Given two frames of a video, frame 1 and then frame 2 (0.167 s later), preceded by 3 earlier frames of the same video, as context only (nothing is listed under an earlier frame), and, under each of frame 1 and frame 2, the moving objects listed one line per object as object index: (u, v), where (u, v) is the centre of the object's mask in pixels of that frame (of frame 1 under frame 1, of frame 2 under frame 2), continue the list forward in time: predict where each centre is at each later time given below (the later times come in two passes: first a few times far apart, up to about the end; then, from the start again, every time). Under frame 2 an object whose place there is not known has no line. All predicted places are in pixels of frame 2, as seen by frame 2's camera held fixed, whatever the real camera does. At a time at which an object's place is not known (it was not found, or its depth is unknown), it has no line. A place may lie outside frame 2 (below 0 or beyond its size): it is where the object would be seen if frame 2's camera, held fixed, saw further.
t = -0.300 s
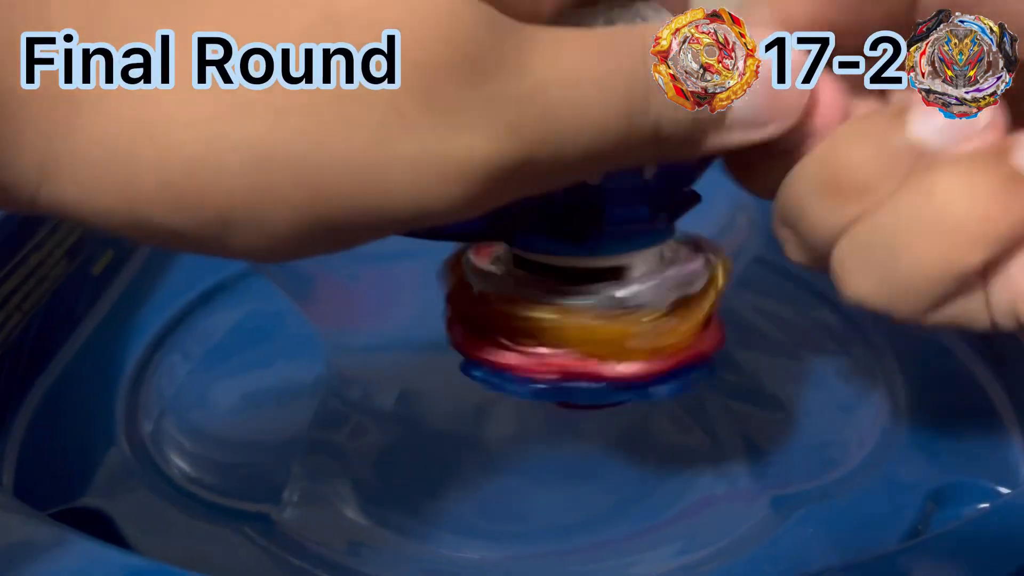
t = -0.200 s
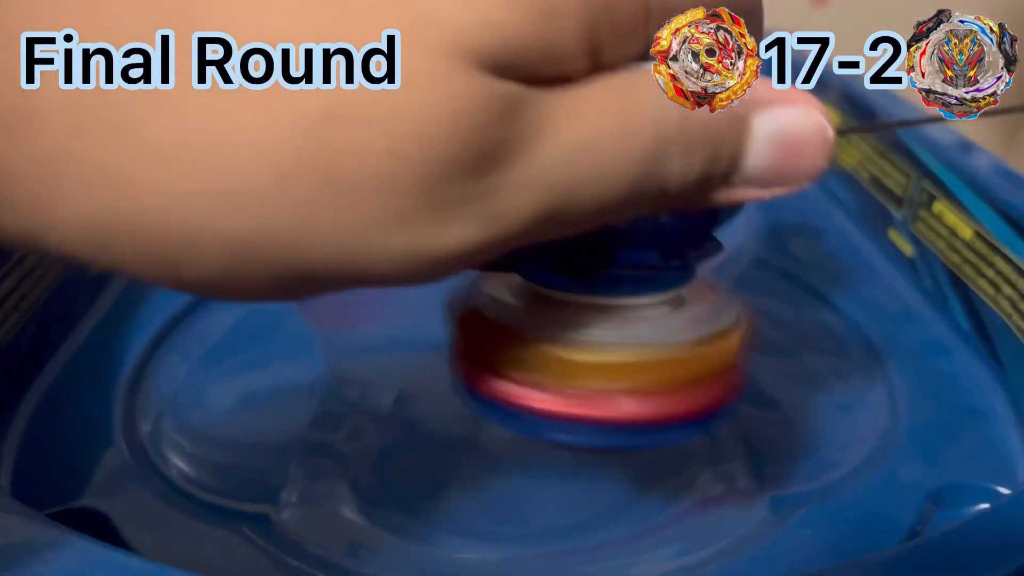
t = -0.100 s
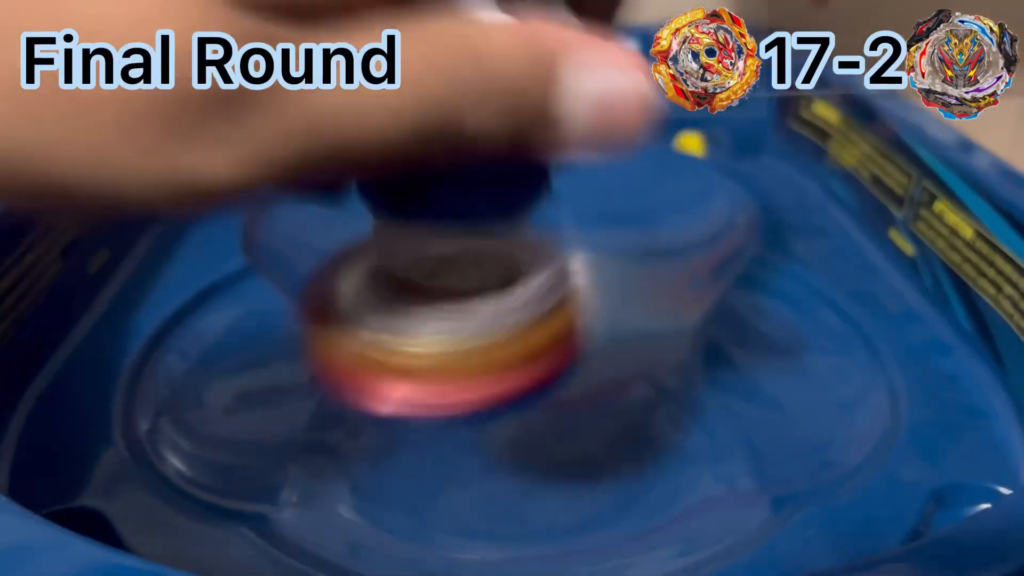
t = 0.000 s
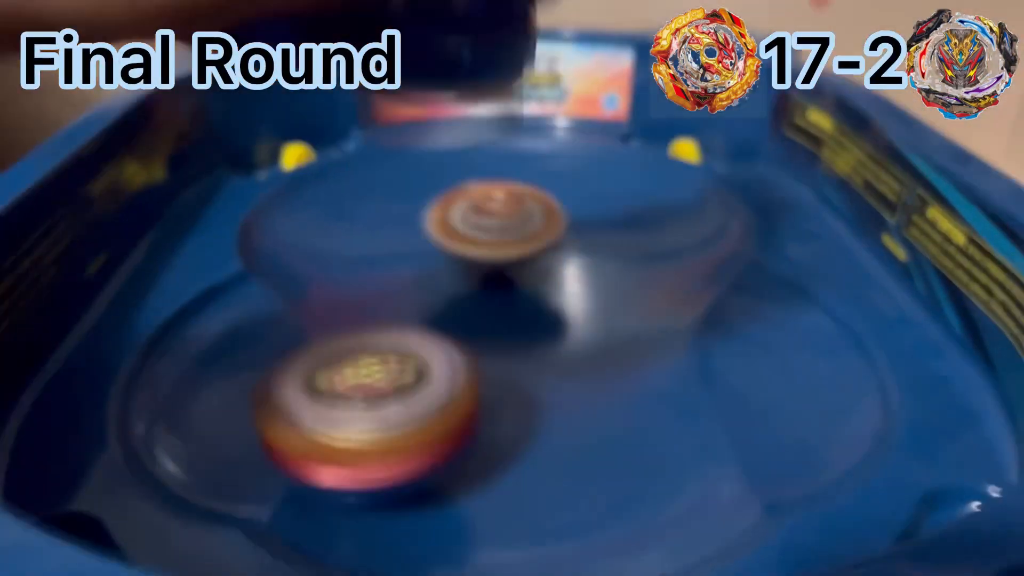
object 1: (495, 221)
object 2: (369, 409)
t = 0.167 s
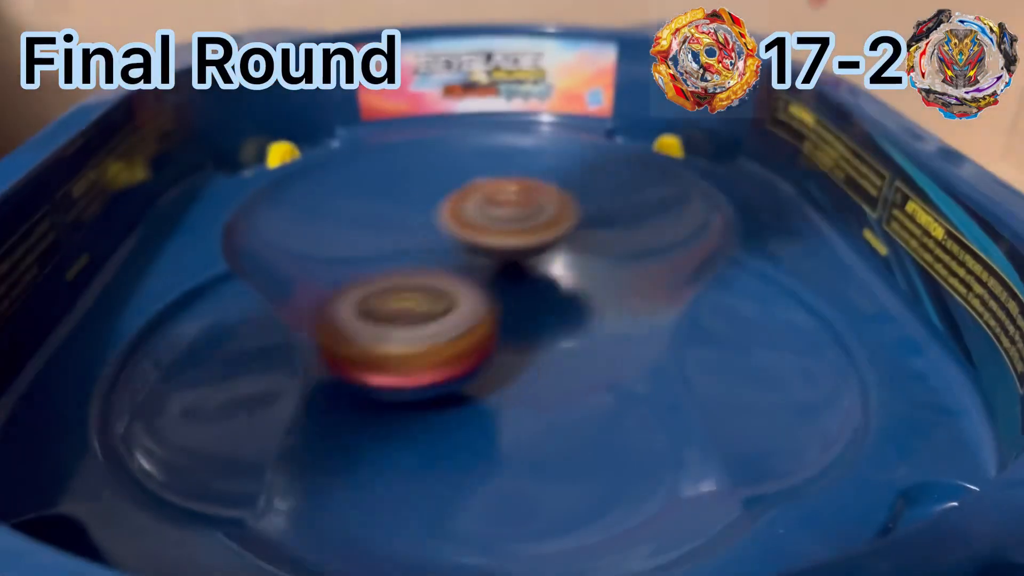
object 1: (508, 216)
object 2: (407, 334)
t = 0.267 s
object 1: (569, 179)
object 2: (461, 308)
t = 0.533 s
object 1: (254, 175)
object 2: (575, 241)
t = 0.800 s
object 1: (833, 398)
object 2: (444, 173)
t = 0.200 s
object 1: (539, 209)
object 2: (428, 324)
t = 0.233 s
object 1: (560, 195)
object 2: (445, 316)
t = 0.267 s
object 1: (569, 179)
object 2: (461, 308)
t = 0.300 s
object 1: (562, 161)
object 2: (477, 299)
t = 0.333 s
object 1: (541, 146)
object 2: (493, 291)
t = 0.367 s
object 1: (508, 135)
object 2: (511, 283)
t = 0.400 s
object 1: (463, 129)
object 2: (528, 277)
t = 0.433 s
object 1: (408, 131)
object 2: (544, 271)
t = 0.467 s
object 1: (351, 141)
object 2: (558, 263)
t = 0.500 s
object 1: (295, 156)
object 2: (568, 253)
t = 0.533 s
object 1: (254, 175)
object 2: (575, 241)
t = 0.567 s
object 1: (240, 201)
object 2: (576, 229)
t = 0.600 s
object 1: (258, 236)
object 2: (573, 217)
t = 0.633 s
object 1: (293, 294)
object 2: (563, 205)
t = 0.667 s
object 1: (359, 356)
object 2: (546, 195)
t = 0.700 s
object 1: (455, 401)
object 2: (526, 186)
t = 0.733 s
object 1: (575, 434)
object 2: (501, 179)
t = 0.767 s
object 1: (713, 434)
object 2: (474, 175)
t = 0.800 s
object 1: (833, 398)
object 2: (444, 173)
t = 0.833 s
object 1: (902, 351)
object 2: (414, 174)
